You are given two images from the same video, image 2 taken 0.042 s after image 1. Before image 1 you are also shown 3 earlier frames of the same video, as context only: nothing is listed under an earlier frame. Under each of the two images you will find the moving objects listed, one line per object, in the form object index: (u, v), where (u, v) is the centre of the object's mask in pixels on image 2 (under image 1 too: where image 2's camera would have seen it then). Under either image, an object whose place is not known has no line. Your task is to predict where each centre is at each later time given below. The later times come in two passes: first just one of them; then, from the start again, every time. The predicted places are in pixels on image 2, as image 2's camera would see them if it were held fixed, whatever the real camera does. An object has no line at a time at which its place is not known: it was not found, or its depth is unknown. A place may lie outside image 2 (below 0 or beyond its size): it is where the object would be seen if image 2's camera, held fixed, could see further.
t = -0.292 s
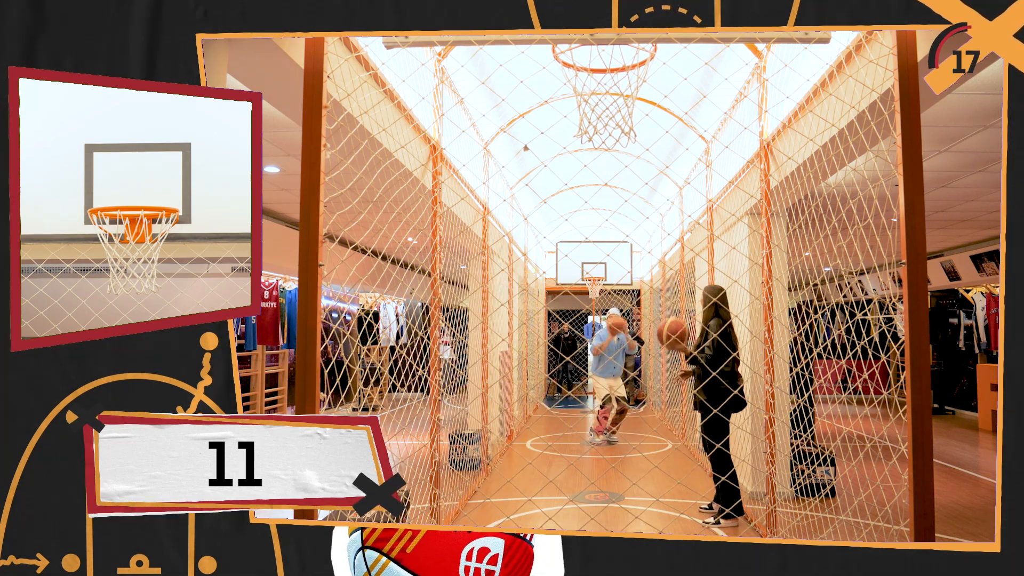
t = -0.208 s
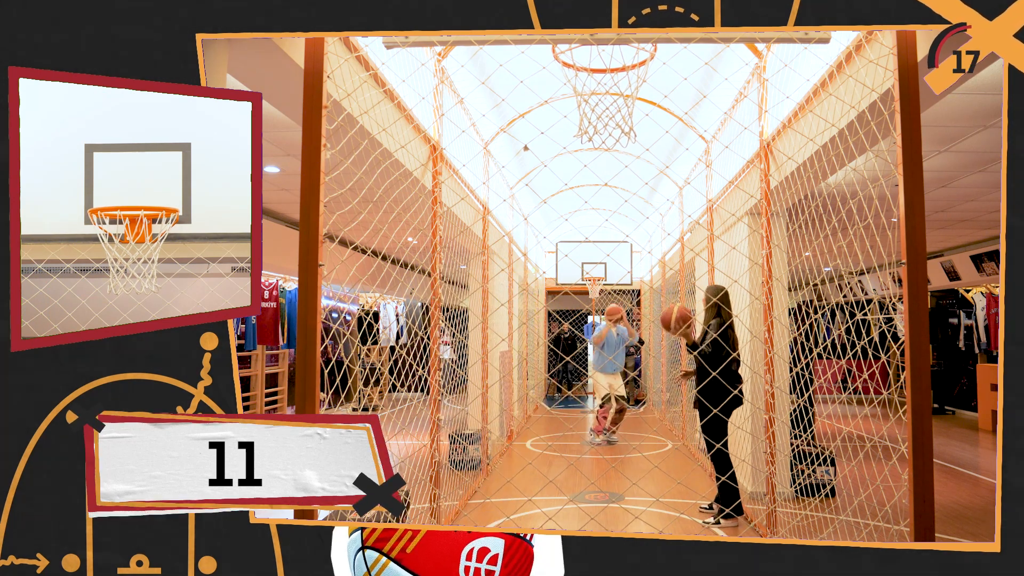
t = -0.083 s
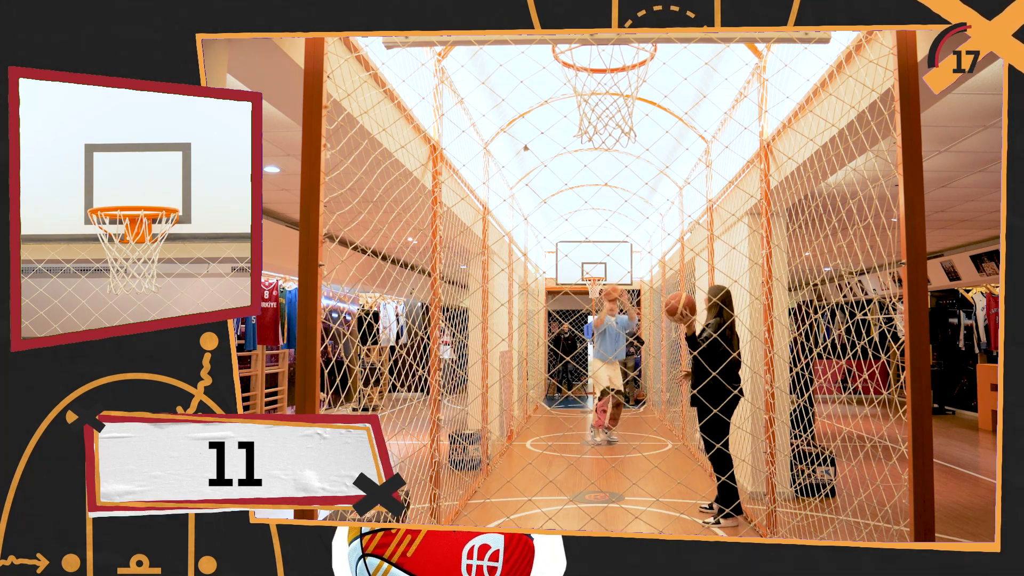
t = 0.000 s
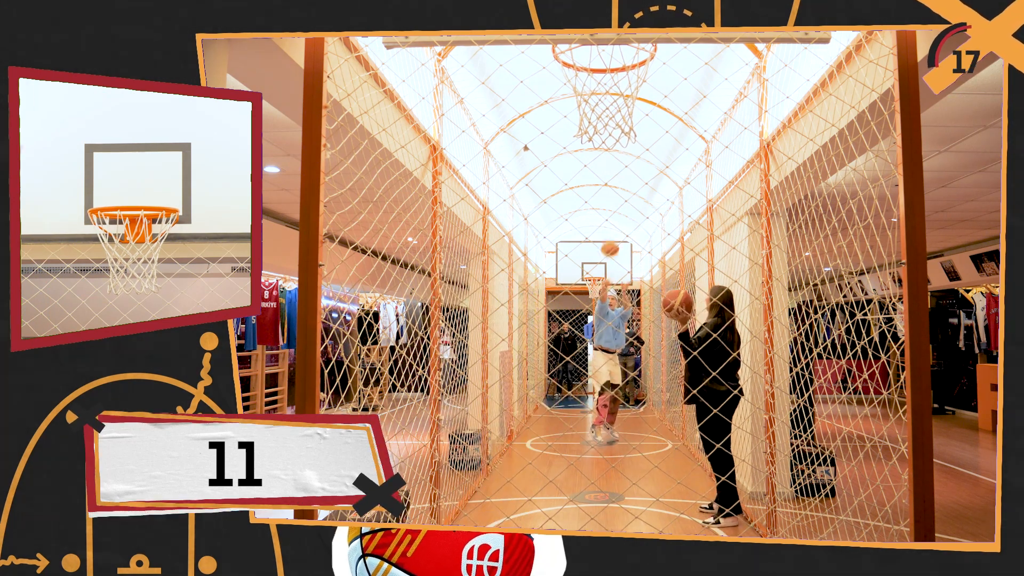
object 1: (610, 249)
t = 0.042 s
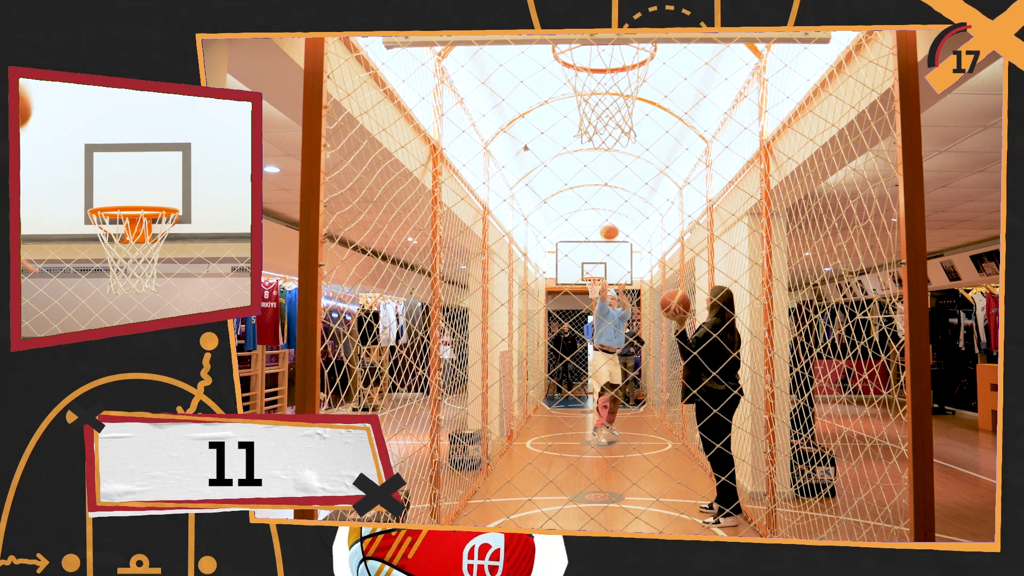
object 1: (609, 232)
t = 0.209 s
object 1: (607, 169)
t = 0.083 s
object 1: (609, 216)
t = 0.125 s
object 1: (608, 200)
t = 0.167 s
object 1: (607, 184)
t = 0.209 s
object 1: (607, 169)
